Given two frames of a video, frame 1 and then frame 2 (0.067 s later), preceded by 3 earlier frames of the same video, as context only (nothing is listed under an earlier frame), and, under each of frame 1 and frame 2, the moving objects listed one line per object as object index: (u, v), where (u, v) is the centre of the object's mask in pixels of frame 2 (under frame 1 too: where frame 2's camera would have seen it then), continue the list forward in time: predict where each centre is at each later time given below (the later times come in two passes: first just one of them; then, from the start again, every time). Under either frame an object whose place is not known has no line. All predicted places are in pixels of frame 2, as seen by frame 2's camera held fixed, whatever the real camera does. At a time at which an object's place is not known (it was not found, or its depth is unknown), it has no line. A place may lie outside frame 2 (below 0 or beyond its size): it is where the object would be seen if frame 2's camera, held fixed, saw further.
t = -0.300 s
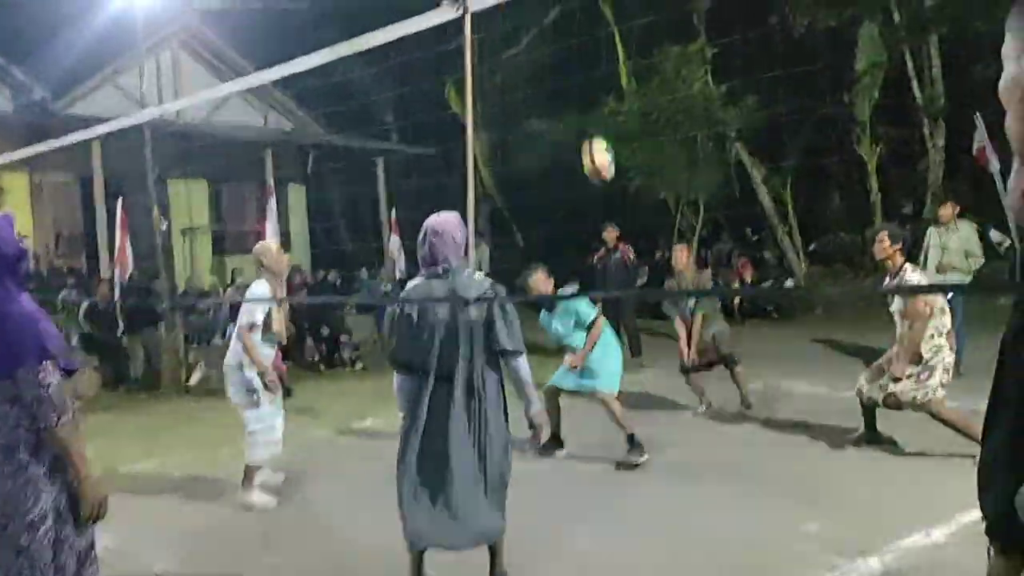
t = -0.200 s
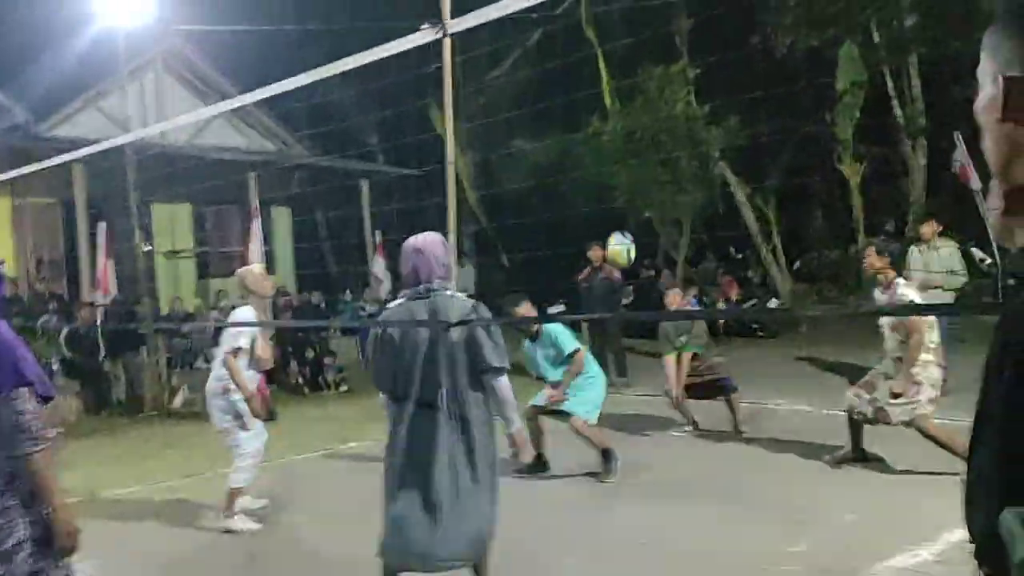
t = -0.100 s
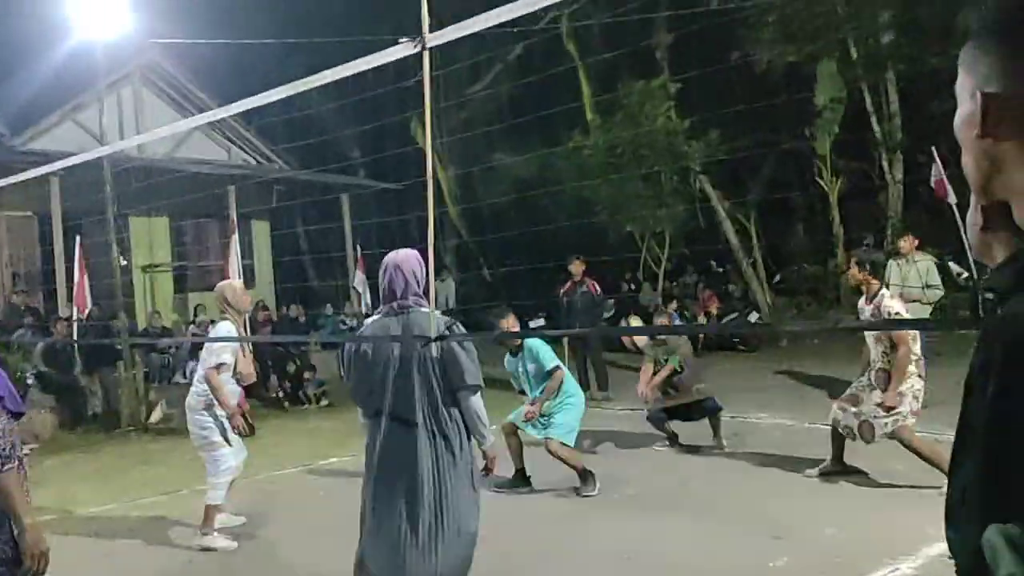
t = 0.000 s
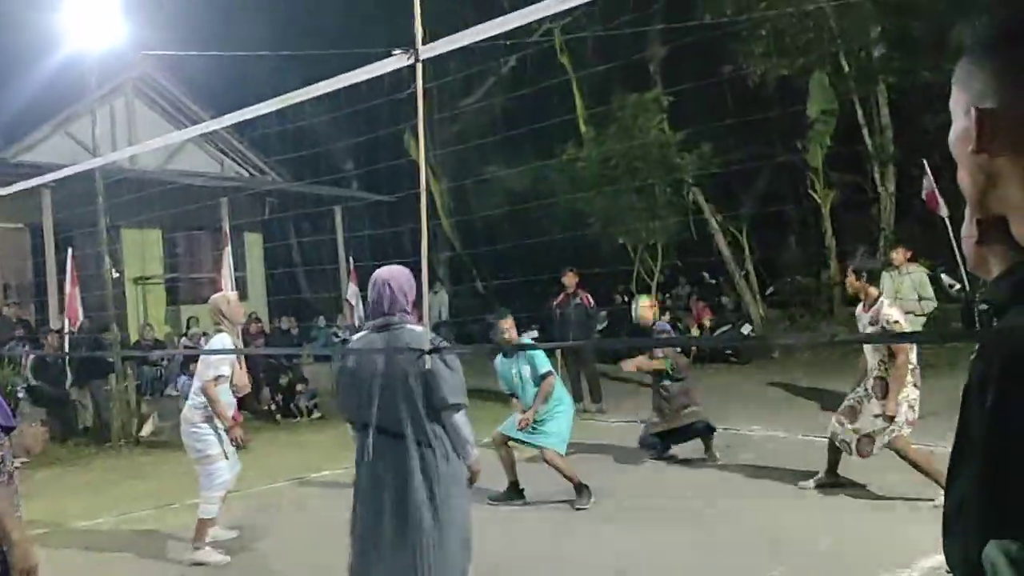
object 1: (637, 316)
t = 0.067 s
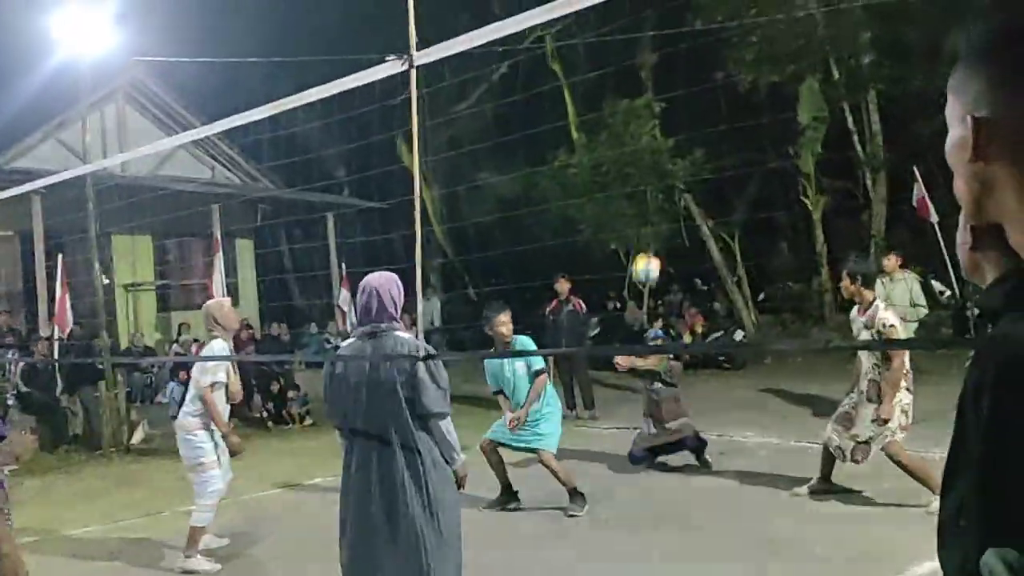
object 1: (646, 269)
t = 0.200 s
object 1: (663, 187)
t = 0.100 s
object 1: (649, 248)
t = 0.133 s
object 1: (653, 225)
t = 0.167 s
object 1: (657, 206)
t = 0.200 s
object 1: (663, 187)
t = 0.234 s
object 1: (667, 171)
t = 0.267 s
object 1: (672, 153)
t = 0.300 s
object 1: (677, 141)
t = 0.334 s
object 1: (682, 128)
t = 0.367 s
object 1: (686, 116)
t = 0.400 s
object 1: (692, 106)
